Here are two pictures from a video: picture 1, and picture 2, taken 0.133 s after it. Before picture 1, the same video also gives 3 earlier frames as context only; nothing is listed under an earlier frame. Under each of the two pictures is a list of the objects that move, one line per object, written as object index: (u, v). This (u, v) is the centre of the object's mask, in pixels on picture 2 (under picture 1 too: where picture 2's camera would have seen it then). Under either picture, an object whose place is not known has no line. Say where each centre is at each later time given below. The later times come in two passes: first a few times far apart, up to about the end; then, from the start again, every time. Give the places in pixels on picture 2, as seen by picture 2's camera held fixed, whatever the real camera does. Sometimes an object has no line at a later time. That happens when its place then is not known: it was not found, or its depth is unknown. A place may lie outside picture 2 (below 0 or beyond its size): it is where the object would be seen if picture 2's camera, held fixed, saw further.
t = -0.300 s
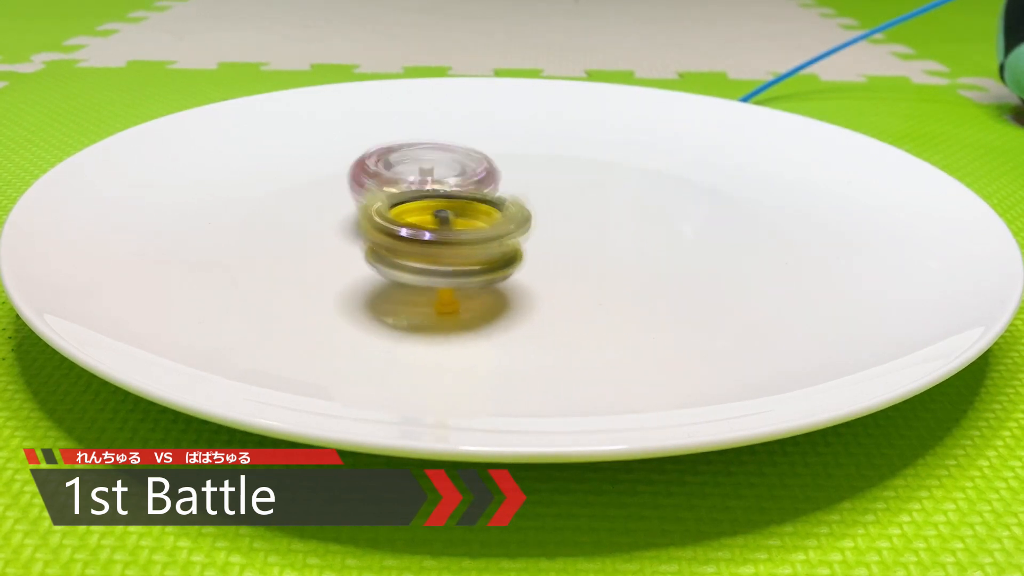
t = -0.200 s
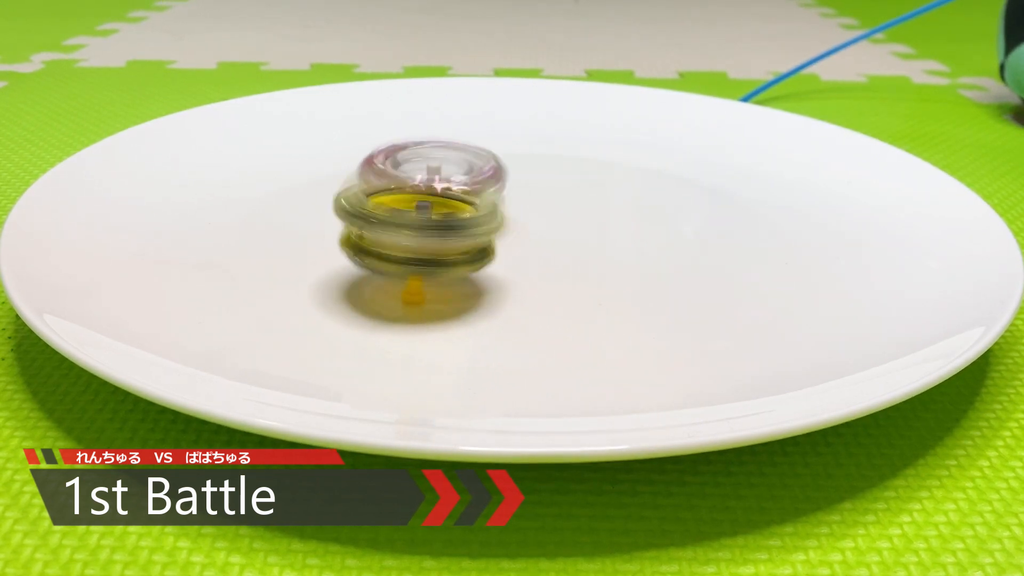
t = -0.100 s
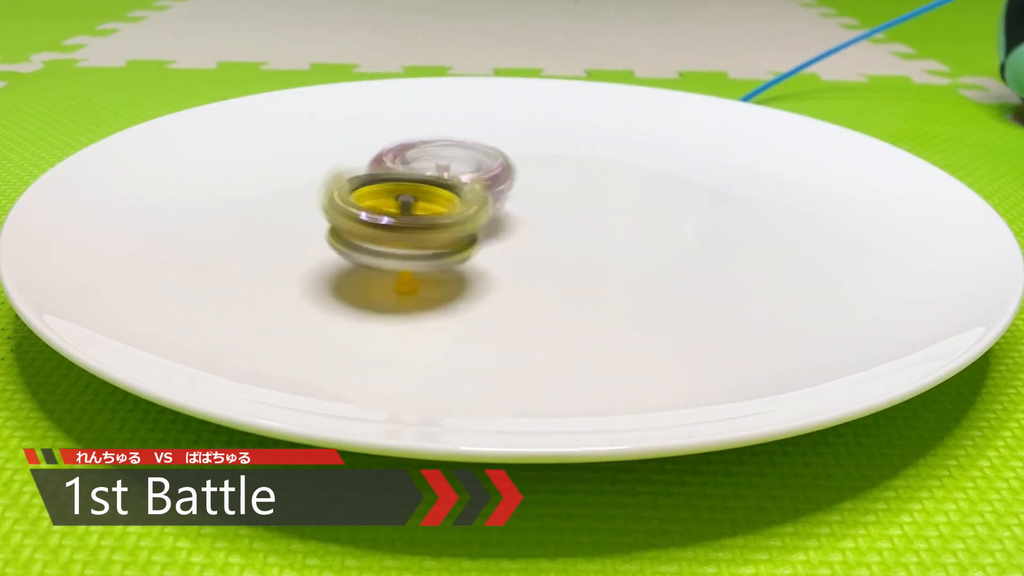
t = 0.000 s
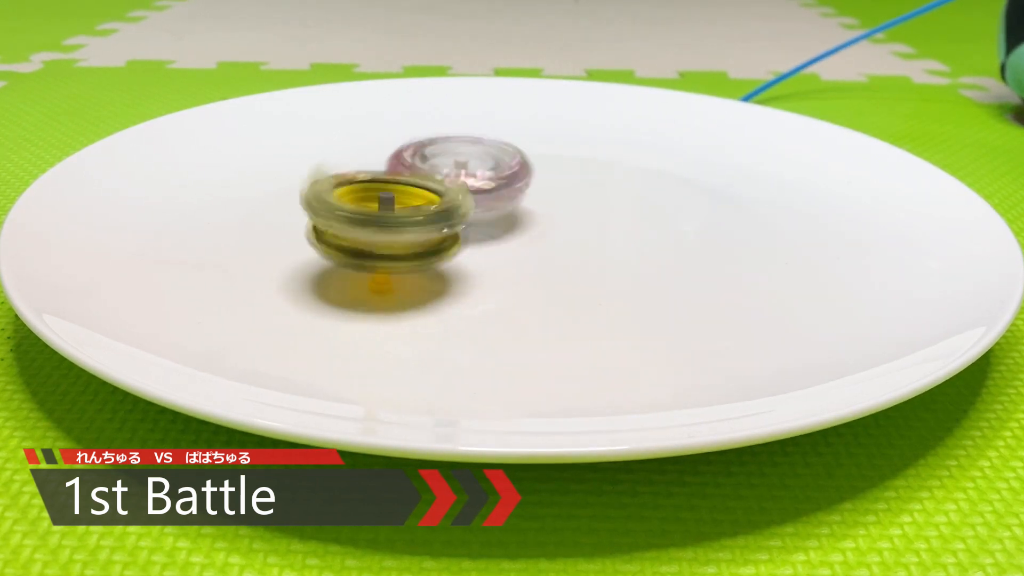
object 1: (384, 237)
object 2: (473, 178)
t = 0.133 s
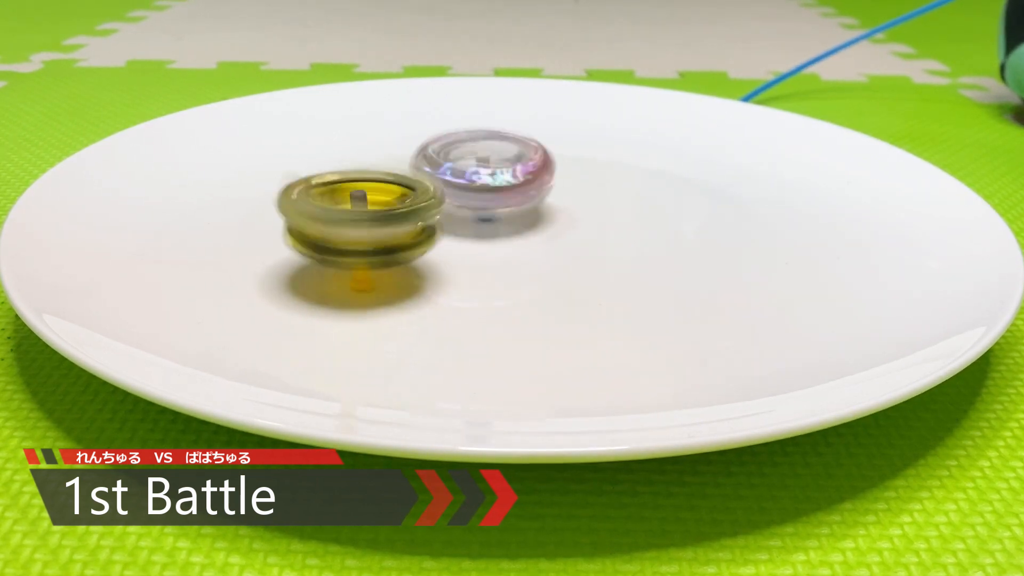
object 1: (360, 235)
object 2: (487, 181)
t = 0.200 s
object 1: (351, 233)
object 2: (495, 181)
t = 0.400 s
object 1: (339, 222)
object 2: (519, 178)
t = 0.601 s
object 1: (346, 212)
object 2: (547, 179)
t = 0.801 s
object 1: (374, 205)
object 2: (559, 182)
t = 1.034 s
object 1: (422, 201)
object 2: (570, 189)
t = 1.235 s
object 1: (422, 203)
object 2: (602, 192)
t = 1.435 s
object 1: (415, 208)
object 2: (614, 195)
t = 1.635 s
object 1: (410, 211)
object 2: (619, 199)
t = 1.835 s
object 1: (407, 210)
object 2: (611, 206)
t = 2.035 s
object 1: (407, 212)
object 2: (590, 211)
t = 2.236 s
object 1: (422, 217)
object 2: (572, 212)
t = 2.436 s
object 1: (421, 220)
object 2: (572, 211)
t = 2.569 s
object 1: (397, 219)
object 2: (589, 207)
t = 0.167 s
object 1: (356, 233)
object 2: (492, 181)
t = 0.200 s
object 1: (351, 233)
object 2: (495, 181)
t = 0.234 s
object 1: (348, 231)
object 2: (497, 180)
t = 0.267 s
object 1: (345, 229)
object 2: (502, 180)
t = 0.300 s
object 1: (343, 228)
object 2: (507, 179)
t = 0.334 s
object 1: (342, 226)
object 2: (511, 179)
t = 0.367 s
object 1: (340, 225)
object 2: (515, 179)
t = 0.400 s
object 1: (339, 222)
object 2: (519, 178)
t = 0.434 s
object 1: (338, 221)
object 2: (525, 179)
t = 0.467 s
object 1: (339, 218)
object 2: (529, 178)
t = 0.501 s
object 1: (339, 217)
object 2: (533, 179)
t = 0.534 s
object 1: (341, 215)
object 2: (538, 179)
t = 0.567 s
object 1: (342, 214)
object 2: (541, 179)
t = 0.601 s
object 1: (346, 212)
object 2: (547, 179)
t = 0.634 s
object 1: (349, 211)
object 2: (550, 179)
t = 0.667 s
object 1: (353, 210)
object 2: (552, 180)
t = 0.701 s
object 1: (357, 208)
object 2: (555, 180)
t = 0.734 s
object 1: (362, 207)
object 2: (556, 181)
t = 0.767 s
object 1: (369, 205)
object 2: (558, 181)
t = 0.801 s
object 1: (374, 205)
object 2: (559, 182)
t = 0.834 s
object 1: (381, 204)
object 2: (560, 182)
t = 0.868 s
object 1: (386, 204)
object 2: (563, 183)
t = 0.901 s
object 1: (393, 202)
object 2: (563, 184)
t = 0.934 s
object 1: (401, 202)
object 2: (567, 185)
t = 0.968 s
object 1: (408, 201)
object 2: (568, 186)
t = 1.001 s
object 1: (416, 200)
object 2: (569, 188)
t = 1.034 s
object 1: (422, 201)
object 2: (570, 189)
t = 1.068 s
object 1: (432, 199)
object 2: (571, 190)
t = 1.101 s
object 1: (435, 191)
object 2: (574, 191)
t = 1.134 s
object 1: (425, 200)
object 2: (584, 191)
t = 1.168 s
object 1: (420, 203)
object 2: (592, 191)
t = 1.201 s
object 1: (421, 203)
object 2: (598, 191)
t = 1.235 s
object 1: (422, 203)
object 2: (602, 192)
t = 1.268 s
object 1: (421, 205)
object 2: (606, 192)
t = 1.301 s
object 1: (421, 205)
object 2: (607, 193)
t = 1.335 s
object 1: (419, 206)
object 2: (611, 193)
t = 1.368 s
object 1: (418, 207)
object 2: (611, 194)
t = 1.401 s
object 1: (418, 206)
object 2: (613, 194)
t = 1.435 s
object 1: (415, 208)
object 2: (614, 195)
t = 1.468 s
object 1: (414, 208)
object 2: (614, 196)
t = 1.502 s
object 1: (413, 208)
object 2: (616, 196)
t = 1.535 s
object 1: (410, 209)
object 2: (616, 197)
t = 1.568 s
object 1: (411, 209)
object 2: (618, 197)
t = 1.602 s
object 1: (409, 210)
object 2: (617, 198)
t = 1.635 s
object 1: (410, 211)
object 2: (619, 199)
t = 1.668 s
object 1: (408, 210)
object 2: (617, 200)
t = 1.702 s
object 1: (407, 212)
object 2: (617, 201)
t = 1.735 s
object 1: (409, 211)
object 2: (616, 202)
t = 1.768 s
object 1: (407, 211)
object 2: (615, 203)
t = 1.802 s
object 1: (406, 212)
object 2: (613, 204)
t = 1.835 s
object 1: (407, 210)
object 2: (611, 206)
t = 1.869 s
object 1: (406, 212)
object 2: (609, 207)
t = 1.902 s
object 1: (407, 212)
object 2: (605, 208)
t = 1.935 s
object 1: (406, 211)
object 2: (602, 209)
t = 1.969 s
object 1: (405, 212)
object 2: (596, 209)
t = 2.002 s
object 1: (408, 211)
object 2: (595, 210)
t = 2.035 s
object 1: (407, 212)
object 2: (590, 211)
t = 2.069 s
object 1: (410, 213)
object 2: (589, 211)
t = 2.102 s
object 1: (413, 212)
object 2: (583, 212)
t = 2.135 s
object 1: (414, 214)
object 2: (582, 212)
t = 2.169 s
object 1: (418, 215)
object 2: (577, 212)
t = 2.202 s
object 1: (421, 214)
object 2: (576, 213)
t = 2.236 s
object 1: (422, 217)
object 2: (572, 212)
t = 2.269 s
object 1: (421, 217)
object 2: (574, 212)
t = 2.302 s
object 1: (419, 217)
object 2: (574, 211)
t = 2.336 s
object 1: (419, 219)
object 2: (575, 211)
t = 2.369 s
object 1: (422, 218)
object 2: (575, 211)
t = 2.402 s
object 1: (422, 218)
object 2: (575, 211)
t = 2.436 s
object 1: (421, 220)
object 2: (572, 211)
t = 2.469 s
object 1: (425, 219)
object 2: (572, 211)
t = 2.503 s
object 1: (425, 220)
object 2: (571, 210)
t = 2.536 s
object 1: (426, 221)
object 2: (570, 210)
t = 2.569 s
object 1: (397, 219)
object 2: (589, 207)
